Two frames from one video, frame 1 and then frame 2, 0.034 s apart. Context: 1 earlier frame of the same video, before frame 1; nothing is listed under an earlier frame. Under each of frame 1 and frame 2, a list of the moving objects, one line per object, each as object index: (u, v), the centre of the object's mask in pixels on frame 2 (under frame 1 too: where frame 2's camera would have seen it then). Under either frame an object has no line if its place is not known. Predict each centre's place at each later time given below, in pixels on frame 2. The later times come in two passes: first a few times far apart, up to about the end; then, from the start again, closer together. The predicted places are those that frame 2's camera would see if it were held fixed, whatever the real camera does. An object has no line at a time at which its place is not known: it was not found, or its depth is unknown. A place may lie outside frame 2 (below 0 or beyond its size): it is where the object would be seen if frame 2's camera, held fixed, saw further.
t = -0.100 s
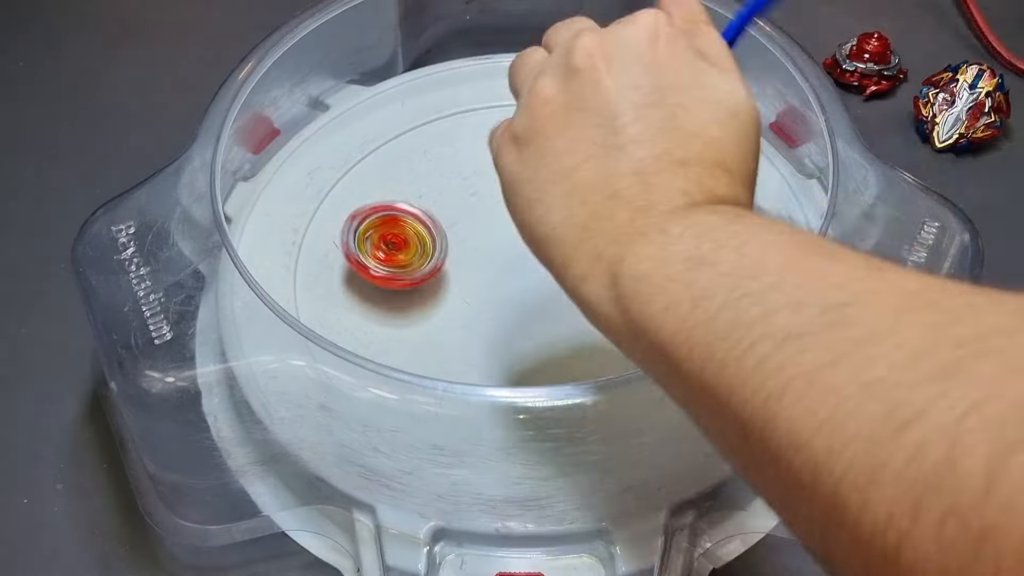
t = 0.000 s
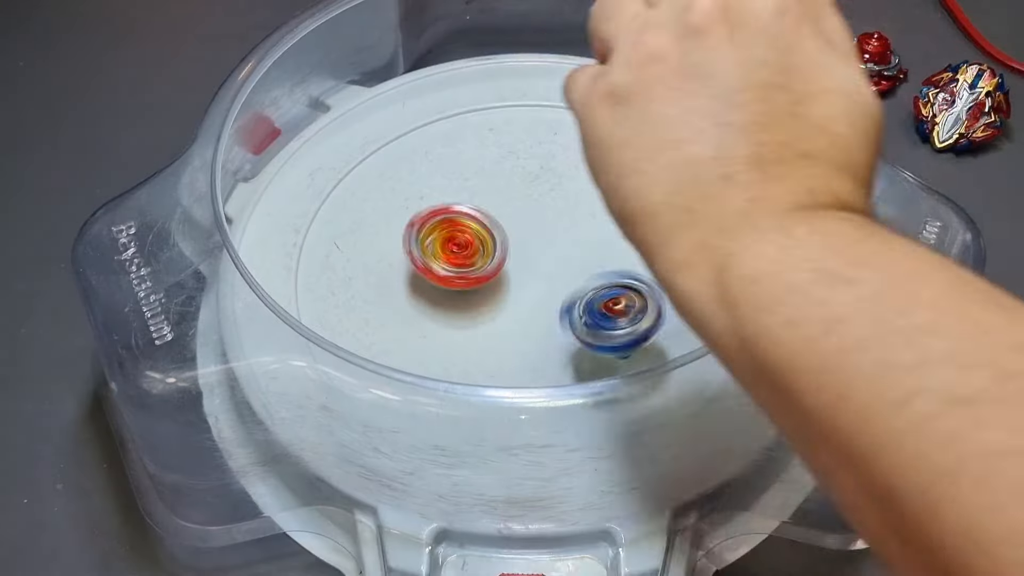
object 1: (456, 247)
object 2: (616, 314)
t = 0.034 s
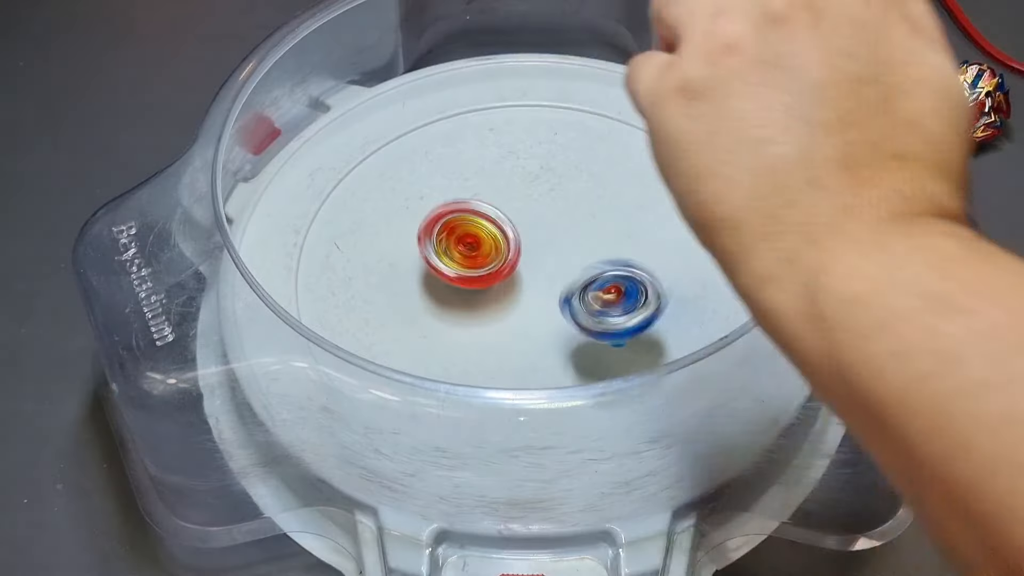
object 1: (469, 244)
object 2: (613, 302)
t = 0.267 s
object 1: (550, 146)
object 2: (541, 294)
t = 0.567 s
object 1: (462, 129)
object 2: (461, 391)
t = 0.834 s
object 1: (502, 246)
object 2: (675, 325)
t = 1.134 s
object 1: (667, 225)
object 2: (486, 88)
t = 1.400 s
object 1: (604, 141)
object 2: (242, 345)
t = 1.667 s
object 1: (503, 249)
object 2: (178, 331)
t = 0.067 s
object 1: (500, 240)
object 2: (611, 286)
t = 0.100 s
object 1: (522, 230)
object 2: (607, 290)
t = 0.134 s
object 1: (536, 215)
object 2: (594, 276)
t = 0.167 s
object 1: (545, 197)
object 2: (586, 279)
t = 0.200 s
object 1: (550, 179)
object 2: (573, 284)
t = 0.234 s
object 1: (553, 160)
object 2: (559, 289)
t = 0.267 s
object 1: (550, 146)
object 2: (541, 294)
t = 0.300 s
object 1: (546, 131)
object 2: (521, 302)
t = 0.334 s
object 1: (542, 122)
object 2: (504, 311)
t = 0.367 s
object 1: (532, 116)
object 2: (486, 322)
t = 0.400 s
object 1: (522, 112)
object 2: (471, 334)
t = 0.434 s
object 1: (510, 112)
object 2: (462, 345)
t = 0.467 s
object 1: (504, 111)
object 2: (457, 349)
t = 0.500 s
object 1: (489, 115)
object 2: (457, 356)
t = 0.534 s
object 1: (477, 122)
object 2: (451, 379)
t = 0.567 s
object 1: (462, 129)
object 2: (461, 391)
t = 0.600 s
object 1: (449, 141)
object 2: (472, 400)
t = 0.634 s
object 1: (441, 155)
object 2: (491, 408)
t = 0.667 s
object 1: (436, 169)
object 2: (520, 418)
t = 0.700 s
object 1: (440, 186)
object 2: (553, 417)
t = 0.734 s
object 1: (450, 204)
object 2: (589, 402)
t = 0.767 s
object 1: (464, 219)
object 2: (623, 387)
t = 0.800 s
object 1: (481, 232)
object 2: (651, 358)
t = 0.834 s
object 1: (502, 246)
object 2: (675, 325)
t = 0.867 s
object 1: (525, 254)
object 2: (691, 292)
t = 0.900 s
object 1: (549, 260)
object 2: (693, 252)
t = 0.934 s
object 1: (576, 263)
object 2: (683, 214)
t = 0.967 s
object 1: (600, 262)
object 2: (664, 179)
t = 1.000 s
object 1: (620, 260)
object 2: (639, 145)
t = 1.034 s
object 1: (639, 254)
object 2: (608, 115)
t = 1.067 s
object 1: (653, 244)
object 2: (572, 90)
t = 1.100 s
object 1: (665, 237)
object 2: (531, 75)
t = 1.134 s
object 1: (667, 225)
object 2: (486, 88)
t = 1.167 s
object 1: (670, 216)
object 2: (441, 109)
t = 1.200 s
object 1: (668, 200)
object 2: (393, 127)
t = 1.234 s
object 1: (664, 188)
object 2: (347, 147)
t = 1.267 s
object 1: (658, 173)
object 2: (308, 181)
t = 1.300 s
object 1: (648, 162)
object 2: (270, 214)
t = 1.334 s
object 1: (637, 150)
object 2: (238, 251)
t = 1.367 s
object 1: (620, 145)
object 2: (237, 293)
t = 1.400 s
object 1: (604, 141)
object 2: (242, 345)
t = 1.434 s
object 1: (584, 142)
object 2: (253, 395)
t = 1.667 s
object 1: (503, 249)
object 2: (178, 331)
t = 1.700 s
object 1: (509, 267)
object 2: (177, 364)
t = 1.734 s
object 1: (517, 284)
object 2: (168, 385)
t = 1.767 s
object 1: (533, 296)
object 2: (181, 399)
